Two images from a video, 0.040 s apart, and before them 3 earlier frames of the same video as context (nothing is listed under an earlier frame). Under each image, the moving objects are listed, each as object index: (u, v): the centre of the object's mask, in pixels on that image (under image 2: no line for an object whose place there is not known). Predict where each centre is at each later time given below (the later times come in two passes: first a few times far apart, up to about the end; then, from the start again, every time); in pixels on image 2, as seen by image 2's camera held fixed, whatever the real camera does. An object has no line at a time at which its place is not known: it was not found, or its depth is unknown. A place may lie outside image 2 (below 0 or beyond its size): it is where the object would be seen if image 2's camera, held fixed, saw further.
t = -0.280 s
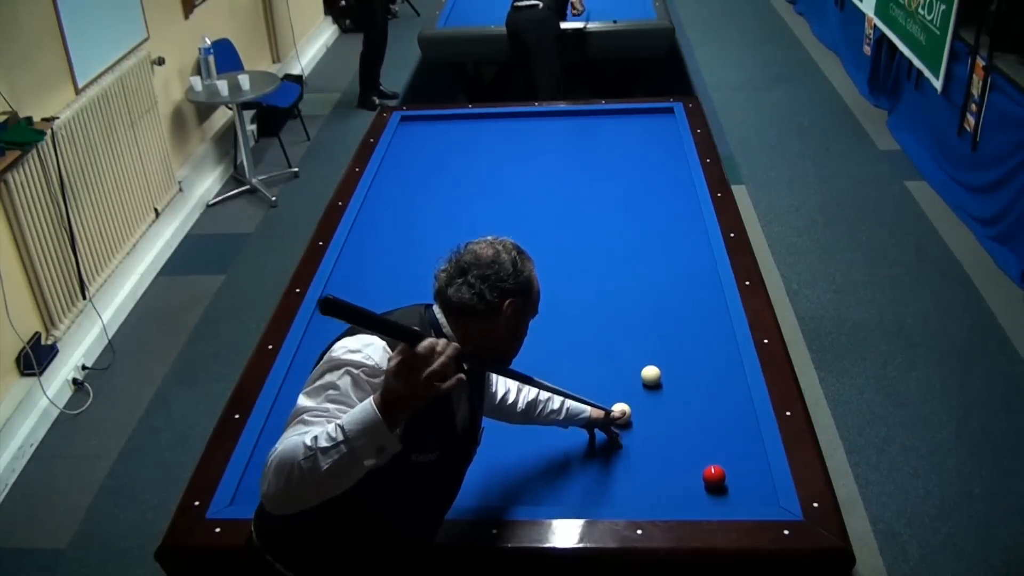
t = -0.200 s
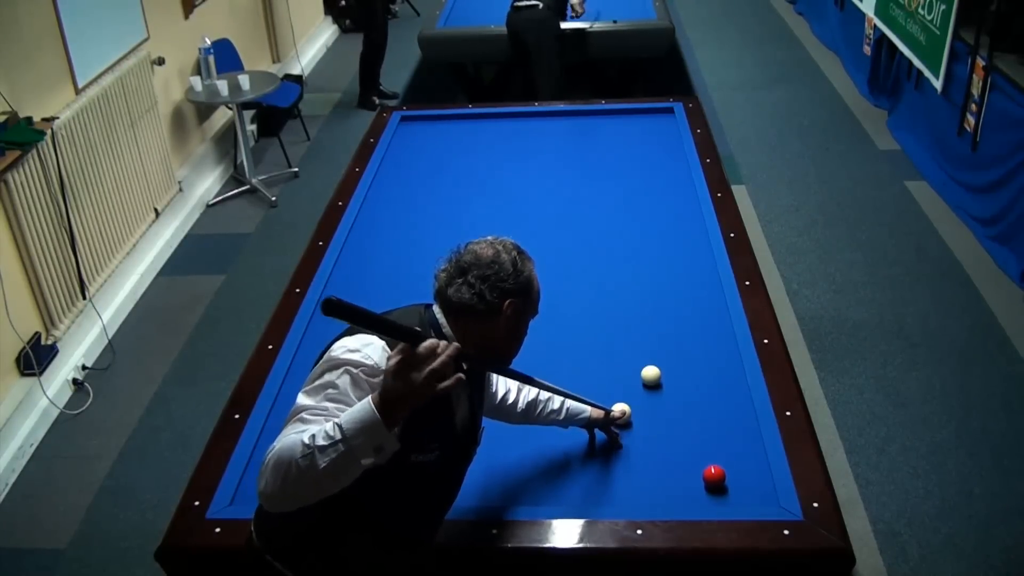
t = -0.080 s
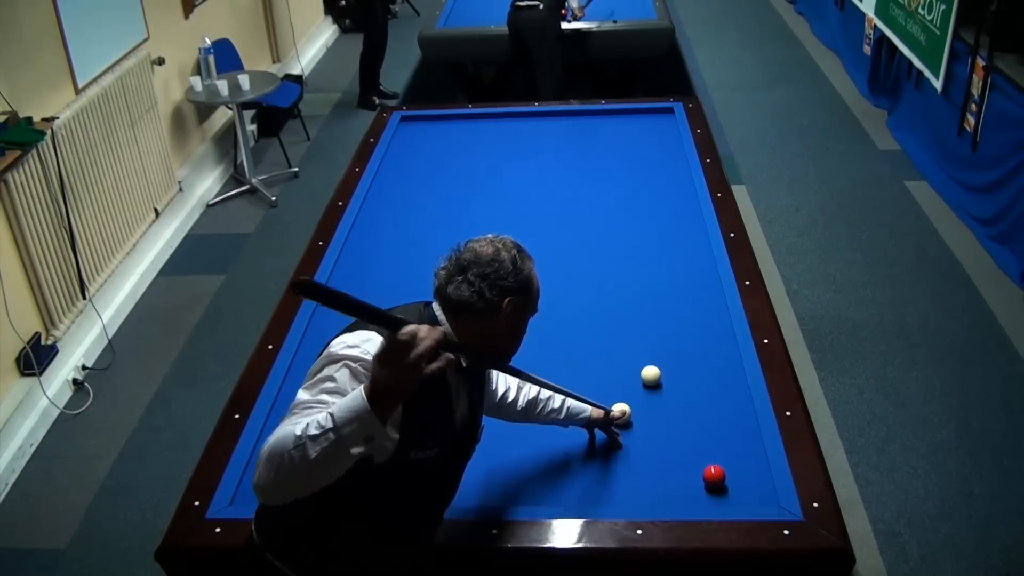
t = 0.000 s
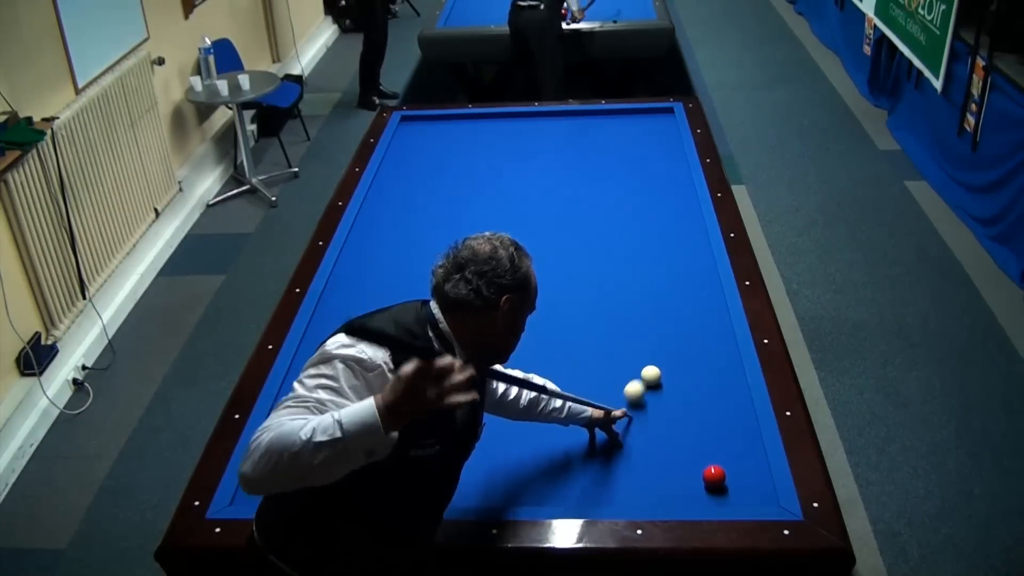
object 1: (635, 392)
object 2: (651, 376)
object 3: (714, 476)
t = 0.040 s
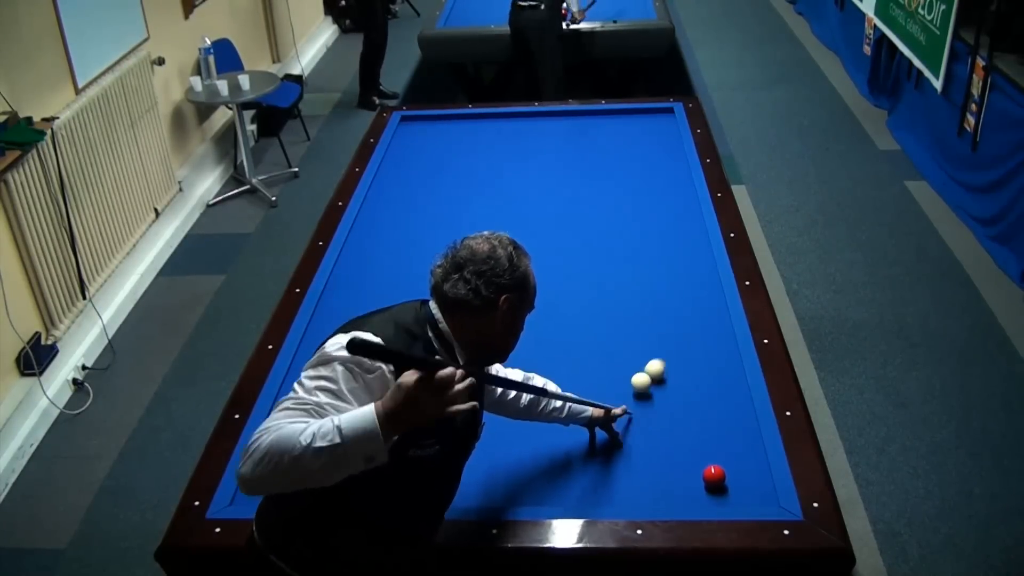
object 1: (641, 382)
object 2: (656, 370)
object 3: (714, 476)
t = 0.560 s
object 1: (673, 397)
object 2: (677, 263)
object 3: (714, 475)
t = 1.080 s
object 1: (742, 432)
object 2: (616, 205)
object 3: (714, 476)
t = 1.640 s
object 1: (739, 483)
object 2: (567, 157)
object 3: (706, 478)
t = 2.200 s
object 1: (724, 486)
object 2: (528, 119)
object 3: (676, 485)
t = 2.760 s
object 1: (697, 468)
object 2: (482, 135)
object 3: (650, 492)
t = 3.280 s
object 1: (677, 453)
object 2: (436, 157)
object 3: (631, 497)
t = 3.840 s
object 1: (659, 442)
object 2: (383, 181)
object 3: (616, 496)
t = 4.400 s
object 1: (643, 430)
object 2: (391, 202)
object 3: (607, 495)
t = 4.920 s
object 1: (637, 427)
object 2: (407, 223)
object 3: (604, 494)
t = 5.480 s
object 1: (631, 423)
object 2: (424, 245)
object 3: (603, 493)
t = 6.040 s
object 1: (628, 422)
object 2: (442, 268)
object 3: (603, 493)
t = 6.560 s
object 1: (628, 422)
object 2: (458, 288)
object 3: (603, 492)
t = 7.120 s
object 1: (628, 422)
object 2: (476, 310)
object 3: (603, 492)
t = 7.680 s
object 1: (628, 422)
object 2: (494, 332)
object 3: (603, 492)
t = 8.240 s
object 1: (628, 422)
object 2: (511, 354)
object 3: (603, 492)
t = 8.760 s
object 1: (628, 422)
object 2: (527, 373)
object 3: (603, 492)
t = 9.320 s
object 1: (628, 422)
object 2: (543, 392)
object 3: (603, 492)
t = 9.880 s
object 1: (628, 422)
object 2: (557, 410)
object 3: (603, 492)
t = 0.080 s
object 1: (640, 383)
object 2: (665, 358)
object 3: (714, 476)
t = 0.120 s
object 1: (640, 382)
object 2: (675, 346)
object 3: (714, 476)
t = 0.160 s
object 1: (641, 383)
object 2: (684, 335)
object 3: (714, 476)
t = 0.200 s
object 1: (642, 383)
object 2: (692, 325)
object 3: (714, 476)
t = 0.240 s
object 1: (643, 383)
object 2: (700, 315)
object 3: (714, 475)
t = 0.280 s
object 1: (644, 384)
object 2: (707, 307)
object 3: (714, 476)
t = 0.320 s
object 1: (647, 385)
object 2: (714, 298)
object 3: (714, 476)
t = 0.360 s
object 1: (650, 386)
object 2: (711, 291)
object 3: (714, 476)
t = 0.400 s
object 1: (654, 387)
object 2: (702, 285)
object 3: (714, 475)
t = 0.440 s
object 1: (658, 390)
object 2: (695, 280)
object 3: (714, 475)
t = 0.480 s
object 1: (663, 392)
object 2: (688, 274)
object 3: (714, 475)
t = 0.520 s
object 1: (668, 394)
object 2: (682, 269)
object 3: (714, 475)
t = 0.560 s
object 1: (673, 397)
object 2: (677, 263)
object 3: (714, 475)
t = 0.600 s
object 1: (679, 399)
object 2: (672, 258)
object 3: (714, 475)
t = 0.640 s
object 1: (684, 402)
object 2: (667, 253)
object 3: (714, 476)
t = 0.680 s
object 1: (689, 405)
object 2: (661, 249)
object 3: (714, 476)
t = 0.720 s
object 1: (694, 407)
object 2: (657, 244)
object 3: (714, 476)
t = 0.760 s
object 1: (700, 410)
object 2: (652, 239)
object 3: (714, 476)
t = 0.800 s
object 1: (705, 413)
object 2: (647, 234)
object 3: (714, 476)
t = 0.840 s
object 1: (710, 415)
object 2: (642, 230)
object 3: (714, 476)
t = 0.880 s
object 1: (715, 418)
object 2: (638, 225)
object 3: (714, 476)
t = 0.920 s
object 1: (721, 421)
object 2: (633, 221)
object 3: (714, 476)
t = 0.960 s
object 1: (726, 423)
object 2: (629, 217)
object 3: (714, 476)
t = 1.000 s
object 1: (731, 426)
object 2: (625, 213)
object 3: (714, 476)
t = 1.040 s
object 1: (737, 429)
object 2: (621, 209)
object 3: (714, 476)
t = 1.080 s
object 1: (742, 432)
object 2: (616, 205)
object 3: (714, 476)
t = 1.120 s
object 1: (748, 434)
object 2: (612, 201)
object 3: (714, 476)
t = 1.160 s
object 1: (749, 438)
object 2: (608, 197)
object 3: (714, 476)
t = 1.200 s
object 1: (746, 442)
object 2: (605, 194)
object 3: (714, 476)
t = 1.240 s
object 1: (745, 445)
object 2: (601, 190)
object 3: (714, 476)
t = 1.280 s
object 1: (743, 449)
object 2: (597, 186)
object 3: (714, 476)
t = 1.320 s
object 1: (742, 453)
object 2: (593, 183)
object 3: (714, 476)
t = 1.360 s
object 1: (741, 457)
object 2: (590, 179)
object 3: (714, 476)
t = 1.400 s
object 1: (739, 461)
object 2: (586, 176)
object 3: (714, 475)
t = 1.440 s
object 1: (738, 465)
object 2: (583, 172)
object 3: (714, 476)
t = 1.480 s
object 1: (736, 469)
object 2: (579, 169)
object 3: (714, 476)
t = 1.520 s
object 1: (736, 473)
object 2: (576, 166)
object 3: (713, 476)
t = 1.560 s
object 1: (737, 476)
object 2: (573, 163)
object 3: (710, 477)
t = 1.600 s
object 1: (738, 479)
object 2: (570, 160)
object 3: (708, 477)
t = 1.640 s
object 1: (739, 483)
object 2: (567, 157)
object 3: (706, 478)
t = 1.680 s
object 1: (740, 486)
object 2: (563, 154)
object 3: (703, 479)
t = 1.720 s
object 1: (741, 490)
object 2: (561, 151)
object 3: (701, 479)
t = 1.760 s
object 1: (742, 492)
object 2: (557, 148)
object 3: (699, 480)
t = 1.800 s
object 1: (743, 495)
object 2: (555, 145)
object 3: (696, 480)
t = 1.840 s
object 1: (744, 497)
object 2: (552, 142)
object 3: (694, 480)
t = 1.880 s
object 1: (742, 496)
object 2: (549, 139)
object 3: (692, 481)
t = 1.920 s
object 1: (739, 495)
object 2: (546, 137)
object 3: (690, 482)
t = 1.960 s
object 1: (737, 494)
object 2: (543, 134)
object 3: (688, 482)
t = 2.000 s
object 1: (735, 492)
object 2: (541, 131)
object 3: (686, 483)
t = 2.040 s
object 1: (732, 491)
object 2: (538, 129)
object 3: (684, 483)
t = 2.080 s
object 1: (730, 489)
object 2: (535, 126)
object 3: (682, 484)
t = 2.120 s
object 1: (728, 488)
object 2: (533, 124)
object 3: (680, 484)
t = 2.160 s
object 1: (726, 487)
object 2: (530, 121)
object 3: (678, 485)
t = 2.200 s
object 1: (724, 486)
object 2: (528, 119)
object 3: (676, 485)
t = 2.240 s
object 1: (722, 485)
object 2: (525, 116)
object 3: (674, 486)
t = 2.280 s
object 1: (720, 483)
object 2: (523, 115)
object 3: (672, 487)
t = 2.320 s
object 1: (718, 481)
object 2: (519, 117)
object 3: (670, 487)
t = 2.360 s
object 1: (716, 480)
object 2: (516, 119)
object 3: (668, 488)
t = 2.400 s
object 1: (714, 479)
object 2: (513, 120)
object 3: (666, 488)
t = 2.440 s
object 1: (712, 478)
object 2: (509, 122)
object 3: (664, 489)
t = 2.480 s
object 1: (710, 476)
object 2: (506, 124)
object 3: (662, 489)
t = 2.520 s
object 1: (708, 475)
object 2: (502, 126)
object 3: (660, 490)
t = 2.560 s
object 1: (706, 474)
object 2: (499, 127)
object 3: (659, 490)
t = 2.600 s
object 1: (704, 473)
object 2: (495, 129)
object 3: (657, 491)
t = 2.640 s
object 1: (703, 471)
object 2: (492, 130)
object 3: (655, 491)
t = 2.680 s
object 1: (701, 470)
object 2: (489, 132)
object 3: (653, 491)
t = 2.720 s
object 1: (699, 469)
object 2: (485, 134)
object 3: (652, 491)
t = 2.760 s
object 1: (697, 468)
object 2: (482, 135)
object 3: (650, 492)
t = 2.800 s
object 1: (696, 466)
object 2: (478, 137)
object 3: (648, 492)
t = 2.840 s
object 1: (694, 465)
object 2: (475, 139)
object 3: (647, 493)
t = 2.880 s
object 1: (692, 465)
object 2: (471, 140)
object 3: (645, 493)
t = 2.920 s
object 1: (691, 463)
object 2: (468, 142)
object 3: (644, 494)
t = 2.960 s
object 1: (689, 462)
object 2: (464, 143)
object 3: (642, 494)
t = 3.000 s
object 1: (687, 461)
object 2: (461, 145)
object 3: (641, 495)
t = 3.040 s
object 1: (686, 460)
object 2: (457, 147)
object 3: (639, 495)
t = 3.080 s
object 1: (684, 459)
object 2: (454, 149)
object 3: (638, 495)
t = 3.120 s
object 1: (683, 458)
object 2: (450, 150)
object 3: (636, 496)
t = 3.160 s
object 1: (681, 457)
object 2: (447, 152)
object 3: (635, 496)
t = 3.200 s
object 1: (680, 455)
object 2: (443, 154)
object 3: (633, 496)
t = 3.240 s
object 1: (678, 455)
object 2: (439, 156)
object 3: (632, 497)
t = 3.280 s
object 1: (677, 453)
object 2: (436, 157)
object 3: (631, 497)
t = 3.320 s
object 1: (675, 453)
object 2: (432, 159)
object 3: (629, 497)
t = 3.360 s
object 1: (674, 452)
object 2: (428, 161)
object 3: (628, 497)
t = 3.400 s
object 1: (673, 451)
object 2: (425, 162)
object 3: (627, 497)
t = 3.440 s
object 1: (671, 450)
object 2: (421, 164)
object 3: (625, 498)
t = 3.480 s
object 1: (670, 449)
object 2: (417, 166)
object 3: (624, 498)
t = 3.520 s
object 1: (669, 448)
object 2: (413, 168)
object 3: (623, 497)
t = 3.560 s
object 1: (668, 447)
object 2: (410, 169)
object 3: (622, 497)
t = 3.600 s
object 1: (666, 446)
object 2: (406, 171)
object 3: (621, 497)
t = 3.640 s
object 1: (665, 446)
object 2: (402, 173)
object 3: (620, 497)
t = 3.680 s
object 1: (664, 445)
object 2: (398, 174)
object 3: (619, 497)
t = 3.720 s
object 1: (663, 444)
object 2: (395, 176)
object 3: (618, 497)
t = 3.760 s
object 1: (662, 443)
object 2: (391, 178)
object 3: (618, 497)
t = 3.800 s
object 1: (660, 443)
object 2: (387, 180)
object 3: (617, 496)
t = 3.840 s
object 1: (659, 442)
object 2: (383, 181)
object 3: (616, 496)
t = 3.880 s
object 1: (658, 441)
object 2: (379, 183)
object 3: (615, 497)
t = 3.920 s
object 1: (658, 440)
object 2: (377, 185)
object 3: (614, 496)
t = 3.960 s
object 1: (655, 439)
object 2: (378, 187)
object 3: (614, 496)
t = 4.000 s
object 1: (655, 439)
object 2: (380, 188)
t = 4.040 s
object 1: (654, 438)
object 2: (381, 189)
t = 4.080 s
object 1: (654, 436)
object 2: (382, 191)
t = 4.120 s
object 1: (659, 434)
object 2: (383, 192)
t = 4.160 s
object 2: (384, 194)
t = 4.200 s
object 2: (386, 195)
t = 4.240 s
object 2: (387, 197)
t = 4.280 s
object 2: (388, 198)
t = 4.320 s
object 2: (389, 200)
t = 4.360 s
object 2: (390, 201)
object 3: (606, 494)
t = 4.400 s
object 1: (643, 430)
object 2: (391, 202)
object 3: (607, 495)
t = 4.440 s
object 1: (645, 432)
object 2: (392, 204)
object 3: (607, 495)
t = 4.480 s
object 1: (644, 431)
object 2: (393, 206)
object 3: (607, 495)
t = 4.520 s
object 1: (643, 431)
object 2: (395, 208)
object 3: (606, 495)
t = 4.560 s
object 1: (643, 430)
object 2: (396, 209)
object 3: (606, 495)
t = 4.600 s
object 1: (642, 430)
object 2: (397, 210)
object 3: (606, 495)
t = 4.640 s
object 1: (641, 430)
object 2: (398, 212)
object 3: (605, 494)
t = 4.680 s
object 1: (641, 429)
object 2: (399, 214)
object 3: (605, 494)
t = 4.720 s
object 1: (640, 429)
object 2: (401, 215)
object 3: (605, 494)
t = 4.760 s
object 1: (639, 428)
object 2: (402, 217)
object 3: (605, 494)
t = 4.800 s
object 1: (639, 428)
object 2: (403, 218)
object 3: (605, 494)
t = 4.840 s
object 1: (638, 428)
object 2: (404, 220)
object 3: (605, 494)
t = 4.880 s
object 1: (638, 427)
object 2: (405, 221)
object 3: (605, 494)
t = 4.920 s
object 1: (637, 427)
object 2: (407, 223)
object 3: (604, 494)
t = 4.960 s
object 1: (636, 427)
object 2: (408, 224)
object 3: (604, 494)
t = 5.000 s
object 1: (636, 426)
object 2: (409, 226)
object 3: (604, 494)
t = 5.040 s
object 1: (635, 426)
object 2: (410, 228)
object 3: (604, 493)
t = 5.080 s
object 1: (635, 426)
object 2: (411, 229)
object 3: (604, 493)
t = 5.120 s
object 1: (634, 426)
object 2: (413, 231)
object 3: (604, 493)
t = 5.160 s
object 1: (634, 425)
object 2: (414, 232)
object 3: (604, 493)
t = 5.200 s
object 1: (633, 425)
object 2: (415, 234)
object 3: (604, 493)
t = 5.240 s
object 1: (633, 424)
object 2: (417, 235)
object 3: (604, 493)
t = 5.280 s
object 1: (633, 425)
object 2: (418, 237)
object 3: (604, 493)
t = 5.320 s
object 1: (632, 424)
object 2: (419, 238)
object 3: (604, 493)
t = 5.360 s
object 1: (632, 424)
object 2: (420, 240)
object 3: (603, 493)
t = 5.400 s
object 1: (631, 424)
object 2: (421, 242)
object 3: (603, 493)
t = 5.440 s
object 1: (631, 424)
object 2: (423, 243)
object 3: (603, 493)
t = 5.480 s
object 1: (631, 423)
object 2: (424, 245)
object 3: (603, 493)
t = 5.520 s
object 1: (630, 423)
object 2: (425, 247)
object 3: (603, 493)
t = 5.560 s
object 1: (630, 423)
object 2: (426, 248)
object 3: (603, 493)
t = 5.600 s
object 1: (630, 423)
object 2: (428, 250)
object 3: (603, 493)
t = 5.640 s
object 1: (630, 423)
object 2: (429, 251)
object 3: (603, 493)
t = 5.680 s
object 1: (629, 422)
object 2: (430, 253)
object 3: (603, 493)
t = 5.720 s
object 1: (629, 422)
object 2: (431, 255)
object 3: (603, 493)
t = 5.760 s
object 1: (629, 422)
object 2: (433, 256)
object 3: (603, 493)
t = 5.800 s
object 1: (629, 422)
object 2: (434, 258)
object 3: (603, 493)
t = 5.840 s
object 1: (629, 422)
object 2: (435, 259)
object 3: (603, 493)
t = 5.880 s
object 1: (629, 422)
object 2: (436, 261)
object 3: (603, 493)
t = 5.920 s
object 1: (628, 422)
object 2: (438, 263)
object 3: (603, 493)
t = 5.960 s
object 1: (628, 422)
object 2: (439, 264)
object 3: (603, 493)
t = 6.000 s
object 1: (628, 422)
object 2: (440, 266)
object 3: (603, 493)
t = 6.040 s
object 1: (628, 422)
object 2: (442, 268)
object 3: (603, 493)
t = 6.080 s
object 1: (628, 422)
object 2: (443, 269)
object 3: (603, 493)
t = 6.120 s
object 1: (628, 422)
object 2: (444, 271)
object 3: (603, 493)
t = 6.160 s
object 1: (628, 422)
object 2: (445, 272)
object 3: (603, 493)
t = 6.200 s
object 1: (628, 422)
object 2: (447, 274)
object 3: (603, 492)
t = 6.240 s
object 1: (628, 422)
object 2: (448, 276)
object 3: (603, 492)
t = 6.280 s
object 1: (628, 422)
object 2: (449, 277)
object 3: (603, 492)
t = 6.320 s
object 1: (628, 422)
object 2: (451, 279)
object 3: (603, 492)
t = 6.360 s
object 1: (628, 422)
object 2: (452, 280)
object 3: (603, 492)
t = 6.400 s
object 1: (628, 422)
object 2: (453, 282)
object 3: (603, 493)
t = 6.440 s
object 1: (628, 422)
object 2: (454, 283)
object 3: (603, 493)
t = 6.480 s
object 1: (628, 422)
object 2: (456, 285)
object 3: (603, 492)
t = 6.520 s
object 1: (628, 422)
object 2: (457, 287)
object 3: (603, 492)
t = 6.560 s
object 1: (628, 422)
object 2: (458, 288)
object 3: (603, 492)
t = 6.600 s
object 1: (628, 422)
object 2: (460, 290)
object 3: (603, 492)
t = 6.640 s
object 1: (628, 422)
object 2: (461, 291)
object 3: (603, 492)
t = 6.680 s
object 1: (628, 422)
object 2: (462, 293)
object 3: (603, 492)
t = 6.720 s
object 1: (628, 422)
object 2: (463, 295)
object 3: (603, 492)
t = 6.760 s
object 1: (628, 422)
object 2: (465, 296)
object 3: (603, 492)
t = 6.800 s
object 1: (628, 422)
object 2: (466, 298)
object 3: (604, 492)
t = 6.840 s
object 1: (628, 422)
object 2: (467, 299)
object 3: (603, 492)
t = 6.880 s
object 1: (628, 422)
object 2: (469, 301)
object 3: (603, 492)
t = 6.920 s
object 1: (628, 422)
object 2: (470, 303)
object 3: (603, 492)
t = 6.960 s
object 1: (628, 422)
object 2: (471, 304)
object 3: (603, 492)
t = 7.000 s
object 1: (628, 422)
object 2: (473, 306)
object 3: (603, 492)
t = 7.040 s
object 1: (628, 422)
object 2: (474, 307)
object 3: (603, 492)
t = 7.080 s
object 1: (628, 422)
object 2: (475, 309)
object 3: (603, 492)
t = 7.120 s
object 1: (628, 422)
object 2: (476, 310)
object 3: (603, 492)
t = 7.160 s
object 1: (628, 422)
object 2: (478, 312)
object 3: (603, 492)
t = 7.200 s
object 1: (628, 422)
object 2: (479, 314)
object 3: (603, 492)
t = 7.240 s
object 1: (628, 422)
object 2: (480, 315)
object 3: (603, 492)
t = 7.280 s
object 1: (628, 422)
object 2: (482, 317)
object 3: (603, 492)
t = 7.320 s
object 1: (628, 422)
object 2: (483, 318)
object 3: (603, 492)
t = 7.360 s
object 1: (628, 422)
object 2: (484, 320)
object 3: (603, 492)
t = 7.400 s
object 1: (628, 422)
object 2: (485, 321)
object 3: (603, 492)
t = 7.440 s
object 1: (628, 422)
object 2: (487, 323)
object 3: (603, 492)
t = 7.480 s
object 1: (628, 422)
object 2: (488, 325)
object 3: (603, 492)
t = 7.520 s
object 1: (628, 422)
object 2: (489, 326)
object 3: (603, 492)
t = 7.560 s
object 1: (628, 422)
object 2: (490, 328)
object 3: (603, 492)
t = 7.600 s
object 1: (628, 422)
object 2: (491, 329)
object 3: (603, 492)
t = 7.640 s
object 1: (628, 422)
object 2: (493, 331)
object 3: (603, 492)
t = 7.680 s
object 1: (628, 422)
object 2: (494, 332)
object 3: (603, 492)
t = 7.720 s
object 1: (628, 422)
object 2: (495, 334)
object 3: (603, 492)
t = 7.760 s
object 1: (628, 422)
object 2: (497, 336)
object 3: (603, 492)
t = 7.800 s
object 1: (628, 422)
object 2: (498, 337)
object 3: (603, 492)
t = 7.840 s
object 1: (628, 422)
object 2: (499, 339)
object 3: (603, 492)
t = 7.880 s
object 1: (628, 422)
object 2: (500, 340)
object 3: (603, 492)
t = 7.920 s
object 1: (628, 422)
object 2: (501, 342)
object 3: (603, 492)
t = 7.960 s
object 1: (628, 422)
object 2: (503, 344)
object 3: (603, 492)
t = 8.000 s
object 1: (628, 422)
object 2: (504, 345)
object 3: (603, 492)
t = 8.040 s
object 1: (628, 422)
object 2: (505, 347)
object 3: (603, 492)
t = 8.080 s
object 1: (628, 422)
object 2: (506, 348)
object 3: (603, 492)
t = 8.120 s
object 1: (628, 422)
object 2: (508, 349)
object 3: (603, 492)
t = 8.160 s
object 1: (628, 422)
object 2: (509, 351)
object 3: (603, 492)
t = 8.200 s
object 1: (628, 422)
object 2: (510, 353)
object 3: (603, 492)
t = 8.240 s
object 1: (628, 422)
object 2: (511, 354)
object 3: (603, 492)
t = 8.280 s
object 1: (628, 422)
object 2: (513, 356)
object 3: (603, 492)
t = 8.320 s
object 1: (628, 422)
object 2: (514, 357)
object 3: (603, 492)
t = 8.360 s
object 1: (628, 422)
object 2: (515, 358)
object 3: (603, 492)
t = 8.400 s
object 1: (628, 422)
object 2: (516, 360)
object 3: (603, 492)
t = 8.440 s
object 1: (628, 422)
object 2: (517, 362)
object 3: (603, 492)
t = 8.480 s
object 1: (628, 422)
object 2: (519, 363)
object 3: (603, 492)
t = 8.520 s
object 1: (628, 422)
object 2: (520, 364)
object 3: (603, 492)
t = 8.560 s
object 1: (628, 422)
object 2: (521, 366)
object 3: (603, 492)
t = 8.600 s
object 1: (628, 422)
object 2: (522, 367)
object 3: (603, 492)
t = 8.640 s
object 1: (628, 422)
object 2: (524, 368)
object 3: (603, 492)
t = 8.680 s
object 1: (628, 422)
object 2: (525, 370)
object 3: (603, 492)
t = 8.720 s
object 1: (628, 422)
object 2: (526, 372)
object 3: (603, 492)
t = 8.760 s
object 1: (628, 422)
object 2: (527, 373)
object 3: (603, 492)
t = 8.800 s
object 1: (628, 422)
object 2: (528, 374)
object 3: (603, 492)
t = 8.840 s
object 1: (628, 422)
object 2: (529, 375)
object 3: (603, 492)
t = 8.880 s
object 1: (628, 422)
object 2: (530, 377)
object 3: (603, 492)
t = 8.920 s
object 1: (628, 422)
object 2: (532, 378)
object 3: (603, 492)
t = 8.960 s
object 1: (628, 422)
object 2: (533, 380)
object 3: (603, 492)
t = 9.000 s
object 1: (628, 422)
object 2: (534, 381)
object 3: (603, 492)
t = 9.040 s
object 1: (628, 422)
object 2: (535, 382)
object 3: (603, 492)
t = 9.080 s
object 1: (628, 422)
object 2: (536, 384)
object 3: (603, 492)
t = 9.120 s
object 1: (628, 422)
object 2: (537, 386)
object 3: (603, 492)
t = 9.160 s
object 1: (628, 422)
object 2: (538, 387)
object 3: (603, 492)
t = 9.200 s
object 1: (628, 422)
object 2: (539, 388)
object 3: (603, 492)
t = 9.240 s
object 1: (628, 422)
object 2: (540, 389)
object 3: (603, 492)
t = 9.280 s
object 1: (628, 422)
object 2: (542, 391)
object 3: (603, 492)
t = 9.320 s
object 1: (628, 422)
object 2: (543, 392)
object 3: (603, 492)
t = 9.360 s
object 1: (628, 422)
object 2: (544, 394)
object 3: (603, 492)
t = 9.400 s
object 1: (628, 422)
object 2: (545, 395)
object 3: (603, 492)
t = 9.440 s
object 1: (628, 422)
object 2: (546, 396)
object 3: (603, 492)
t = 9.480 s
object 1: (628, 422)
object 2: (547, 397)
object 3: (603, 492)
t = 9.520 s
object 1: (628, 422)
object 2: (548, 399)
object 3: (603, 492)
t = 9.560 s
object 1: (628, 422)
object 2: (549, 400)
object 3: (603, 492)
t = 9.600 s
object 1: (628, 422)
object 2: (550, 401)
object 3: (603, 492)
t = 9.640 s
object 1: (628, 422)
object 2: (551, 402)
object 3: (603, 492)
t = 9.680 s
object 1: (628, 422)
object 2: (552, 404)
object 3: (603, 492)
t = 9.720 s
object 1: (628, 422)
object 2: (553, 405)
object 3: (603, 492)
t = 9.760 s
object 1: (628, 422)
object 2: (554, 406)
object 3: (603, 492)
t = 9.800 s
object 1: (628, 422)
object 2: (555, 407)
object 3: (603, 492)
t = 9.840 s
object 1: (628, 422)
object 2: (556, 408)
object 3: (603, 492)
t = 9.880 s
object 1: (628, 422)
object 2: (557, 410)
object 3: (603, 492)
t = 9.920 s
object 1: (628, 422)
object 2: (558, 411)
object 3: (603, 492)
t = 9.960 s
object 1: (628, 422)
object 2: (559, 412)
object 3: (603, 492)
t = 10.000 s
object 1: (628, 422)
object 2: (560, 413)
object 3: (603, 492)
